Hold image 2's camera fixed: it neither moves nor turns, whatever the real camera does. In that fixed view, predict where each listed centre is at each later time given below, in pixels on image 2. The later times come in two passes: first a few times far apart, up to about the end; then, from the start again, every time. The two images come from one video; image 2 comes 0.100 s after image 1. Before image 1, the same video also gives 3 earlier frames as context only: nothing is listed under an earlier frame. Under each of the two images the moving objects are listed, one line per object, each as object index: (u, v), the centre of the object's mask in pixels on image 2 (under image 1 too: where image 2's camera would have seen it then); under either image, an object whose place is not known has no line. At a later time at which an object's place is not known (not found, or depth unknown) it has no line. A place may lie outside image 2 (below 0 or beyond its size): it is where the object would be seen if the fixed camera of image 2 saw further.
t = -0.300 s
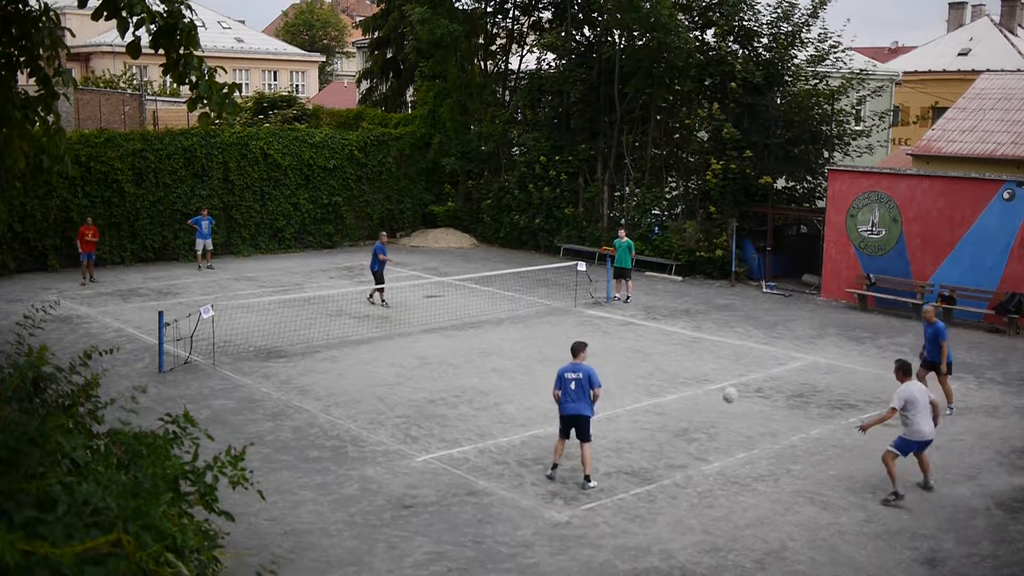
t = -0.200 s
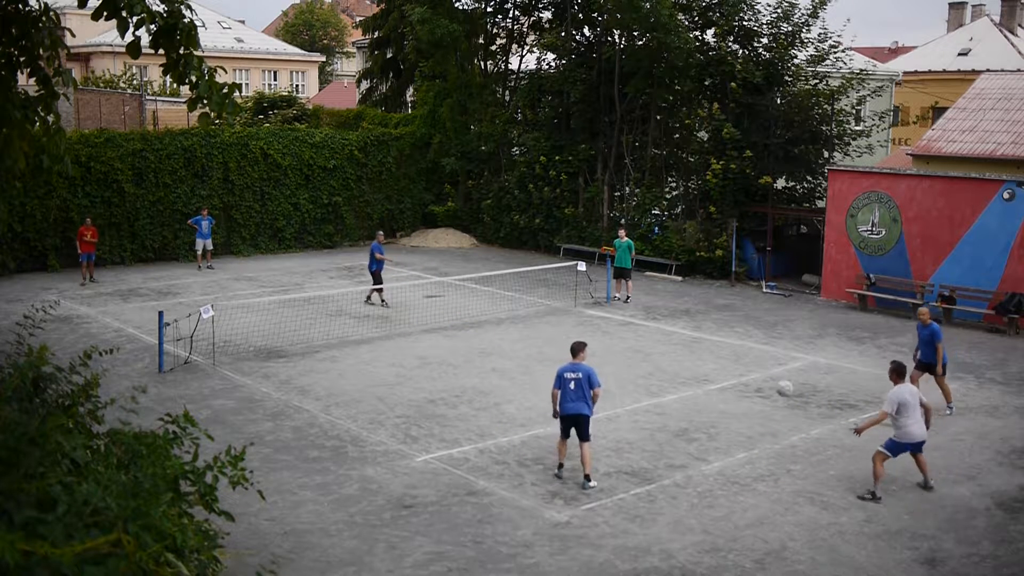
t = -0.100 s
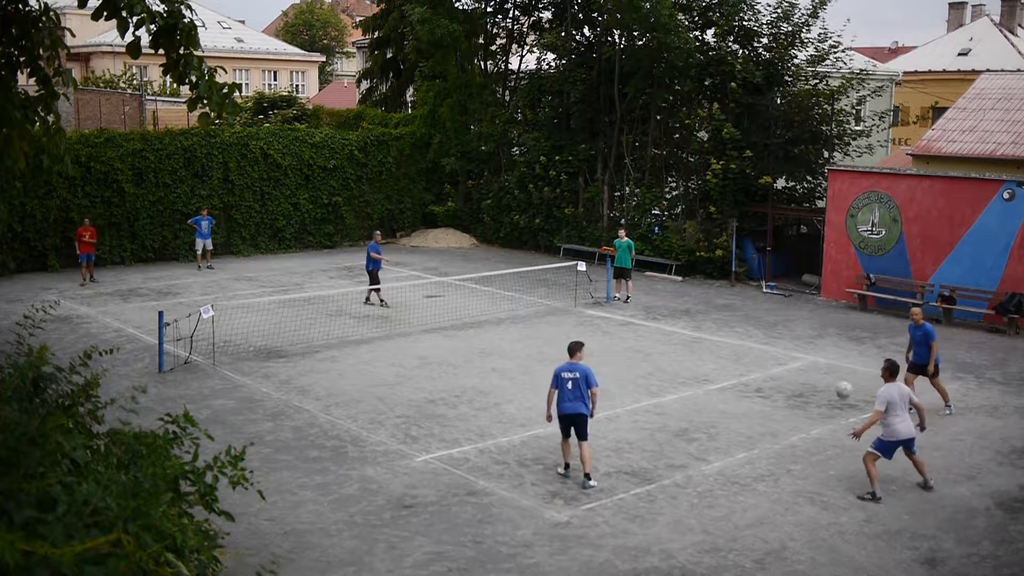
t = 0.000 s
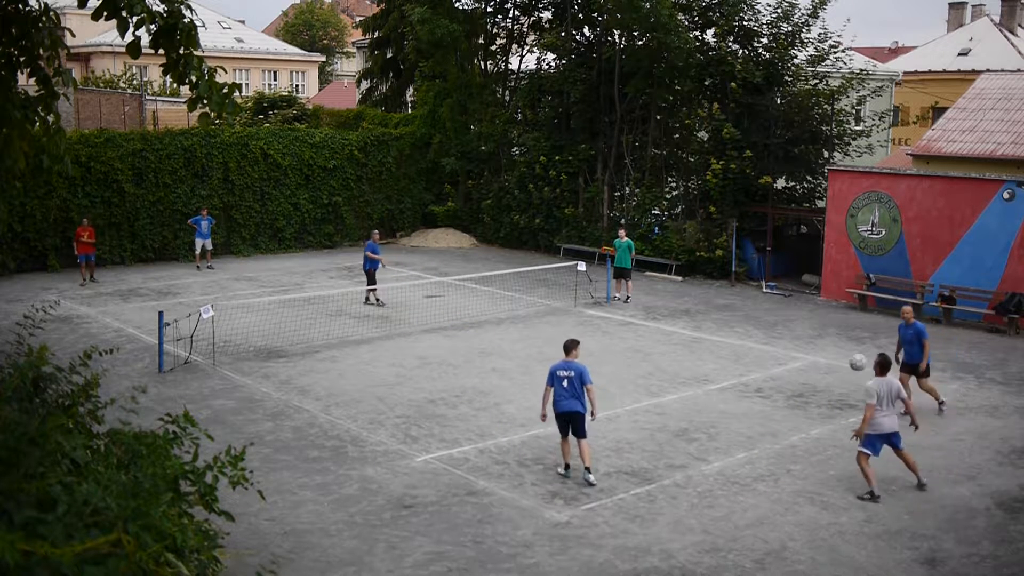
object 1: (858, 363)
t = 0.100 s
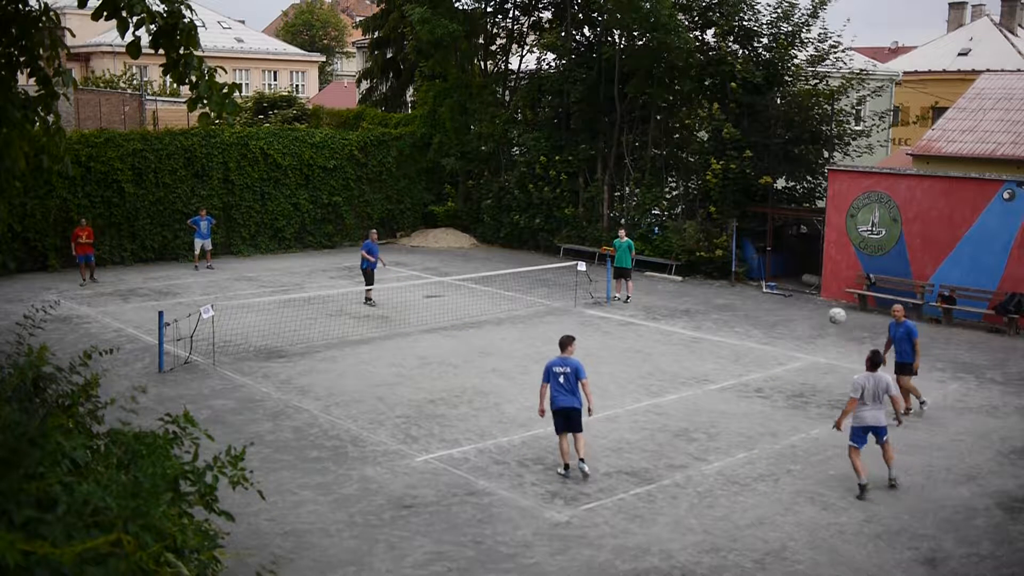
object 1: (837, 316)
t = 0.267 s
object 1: (803, 259)
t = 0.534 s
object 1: (753, 214)
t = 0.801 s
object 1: (707, 220)
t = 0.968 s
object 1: (680, 246)
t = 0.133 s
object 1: (830, 302)
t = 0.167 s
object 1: (823, 290)
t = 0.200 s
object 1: (817, 280)
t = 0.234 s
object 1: (810, 268)
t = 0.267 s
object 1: (803, 259)
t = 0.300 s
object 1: (796, 251)
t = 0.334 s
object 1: (790, 243)
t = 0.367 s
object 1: (784, 236)
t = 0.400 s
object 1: (777, 230)
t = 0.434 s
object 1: (771, 225)
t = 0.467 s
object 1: (765, 220)
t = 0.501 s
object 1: (759, 217)
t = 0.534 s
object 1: (753, 214)
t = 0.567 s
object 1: (747, 212)
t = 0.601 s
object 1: (741, 211)
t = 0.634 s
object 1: (735, 211)
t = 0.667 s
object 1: (730, 212)
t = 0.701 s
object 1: (724, 212)
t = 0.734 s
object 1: (718, 214)
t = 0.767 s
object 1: (712, 217)
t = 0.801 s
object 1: (707, 220)
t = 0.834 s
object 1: (701, 224)
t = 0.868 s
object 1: (696, 229)
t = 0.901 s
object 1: (690, 234)
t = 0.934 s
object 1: (685, 240)
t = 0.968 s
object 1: (680, 246)
